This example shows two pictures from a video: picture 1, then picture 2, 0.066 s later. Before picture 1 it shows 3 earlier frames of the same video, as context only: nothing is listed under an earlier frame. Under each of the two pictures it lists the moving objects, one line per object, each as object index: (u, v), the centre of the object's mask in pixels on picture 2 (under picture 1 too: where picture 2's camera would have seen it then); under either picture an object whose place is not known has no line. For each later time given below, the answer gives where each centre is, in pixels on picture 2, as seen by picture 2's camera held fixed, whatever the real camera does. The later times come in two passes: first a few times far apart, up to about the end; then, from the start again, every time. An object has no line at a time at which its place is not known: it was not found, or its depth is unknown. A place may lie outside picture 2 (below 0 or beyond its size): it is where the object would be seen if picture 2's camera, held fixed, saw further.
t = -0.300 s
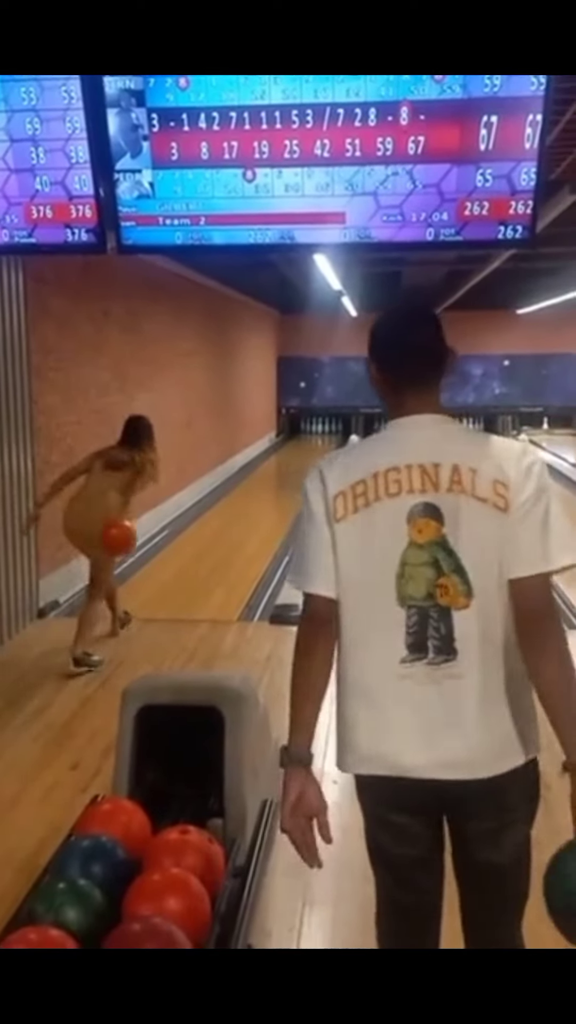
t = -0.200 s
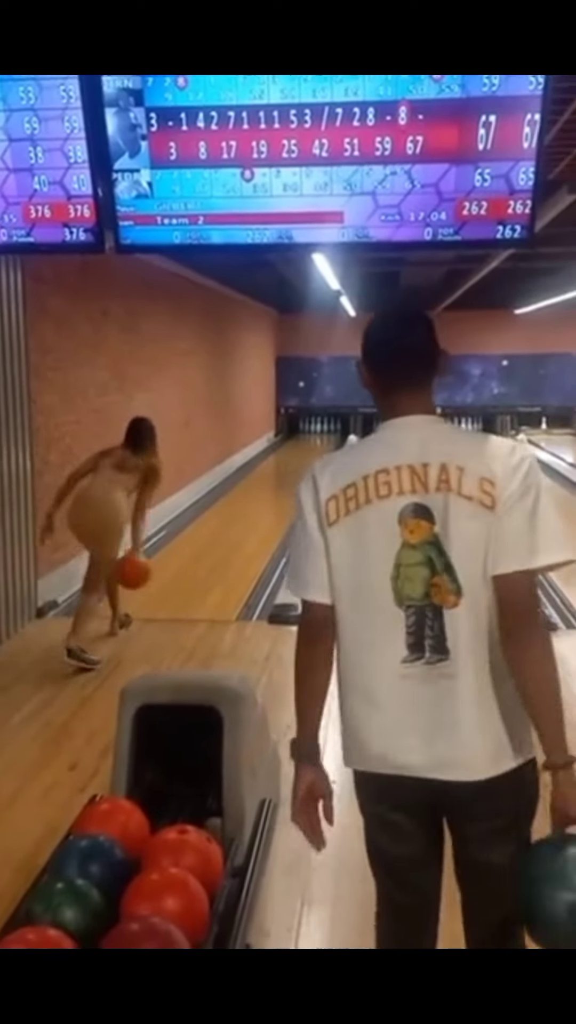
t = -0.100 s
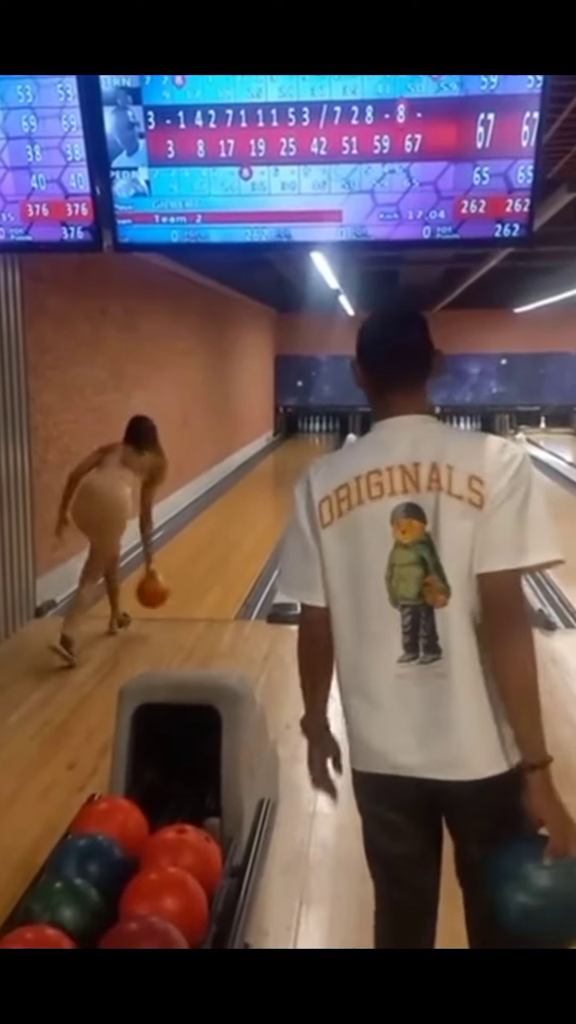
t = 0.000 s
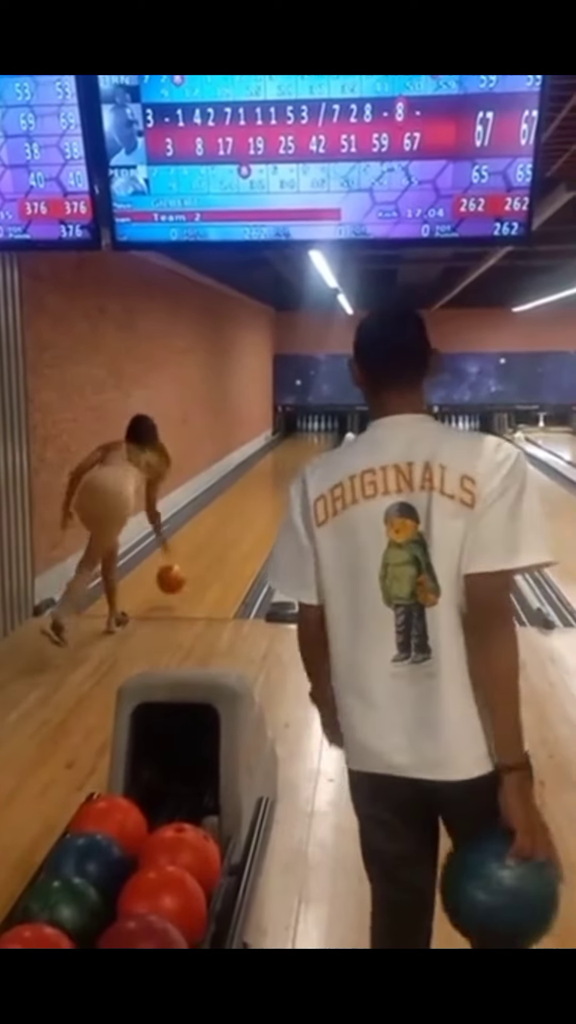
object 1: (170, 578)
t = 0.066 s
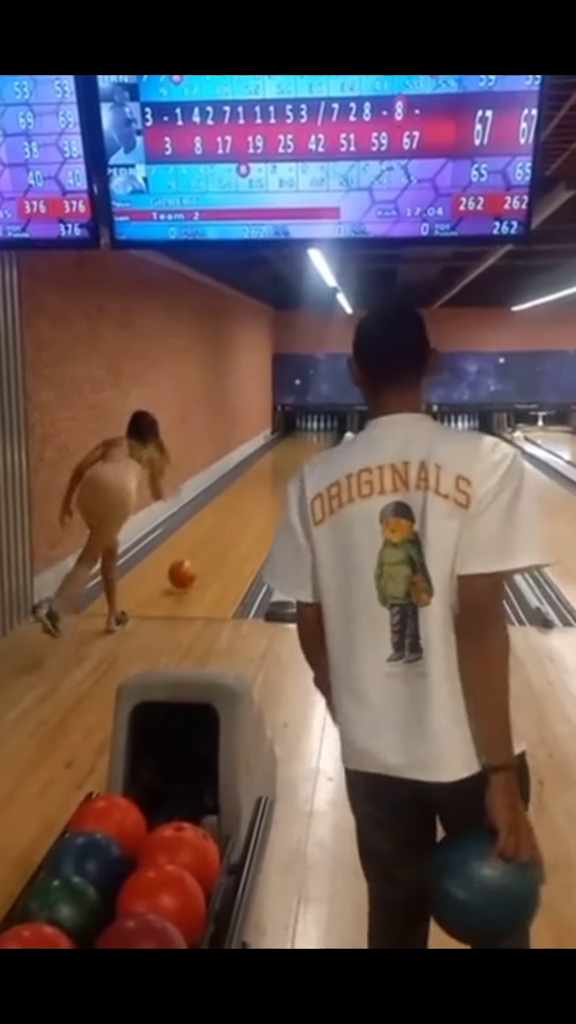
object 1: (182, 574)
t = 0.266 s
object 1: (209, 545)
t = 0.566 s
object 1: (237, 511)
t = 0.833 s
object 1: (253, 491)
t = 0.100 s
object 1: (187, 572)
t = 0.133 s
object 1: (192, 566)
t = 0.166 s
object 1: (197, 561)
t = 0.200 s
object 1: (202, 555)
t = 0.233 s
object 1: (205, 550)
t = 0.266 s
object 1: (209, 545)
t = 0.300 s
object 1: (213, 540)
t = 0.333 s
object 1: (217, 536)
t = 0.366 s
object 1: (220, 531)
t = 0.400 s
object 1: (223, 529)
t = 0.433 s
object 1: (226, 524)
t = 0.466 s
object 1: (229, 520)
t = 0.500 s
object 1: (232, 517)
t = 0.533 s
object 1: (235, 514)
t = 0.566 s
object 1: (237, 511)
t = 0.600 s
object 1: (240, 508)
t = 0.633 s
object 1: (242, 506)
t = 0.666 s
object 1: (245, 503)
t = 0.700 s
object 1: (247, 500)
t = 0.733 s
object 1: (249, 499)
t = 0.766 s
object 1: (251, 497)
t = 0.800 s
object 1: (252, 494)
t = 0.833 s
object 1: (253, 491)
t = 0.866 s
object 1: (253, 490)
